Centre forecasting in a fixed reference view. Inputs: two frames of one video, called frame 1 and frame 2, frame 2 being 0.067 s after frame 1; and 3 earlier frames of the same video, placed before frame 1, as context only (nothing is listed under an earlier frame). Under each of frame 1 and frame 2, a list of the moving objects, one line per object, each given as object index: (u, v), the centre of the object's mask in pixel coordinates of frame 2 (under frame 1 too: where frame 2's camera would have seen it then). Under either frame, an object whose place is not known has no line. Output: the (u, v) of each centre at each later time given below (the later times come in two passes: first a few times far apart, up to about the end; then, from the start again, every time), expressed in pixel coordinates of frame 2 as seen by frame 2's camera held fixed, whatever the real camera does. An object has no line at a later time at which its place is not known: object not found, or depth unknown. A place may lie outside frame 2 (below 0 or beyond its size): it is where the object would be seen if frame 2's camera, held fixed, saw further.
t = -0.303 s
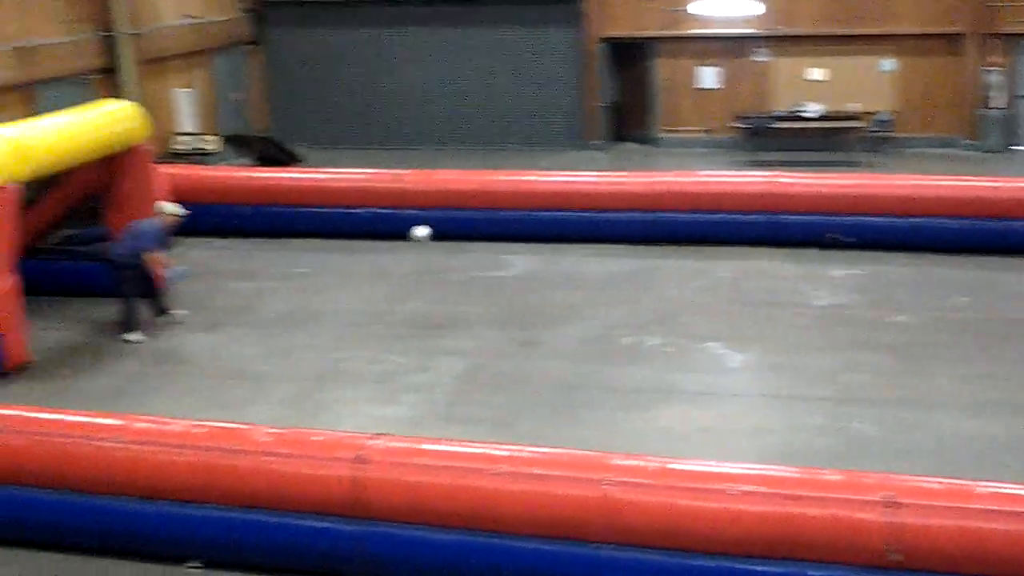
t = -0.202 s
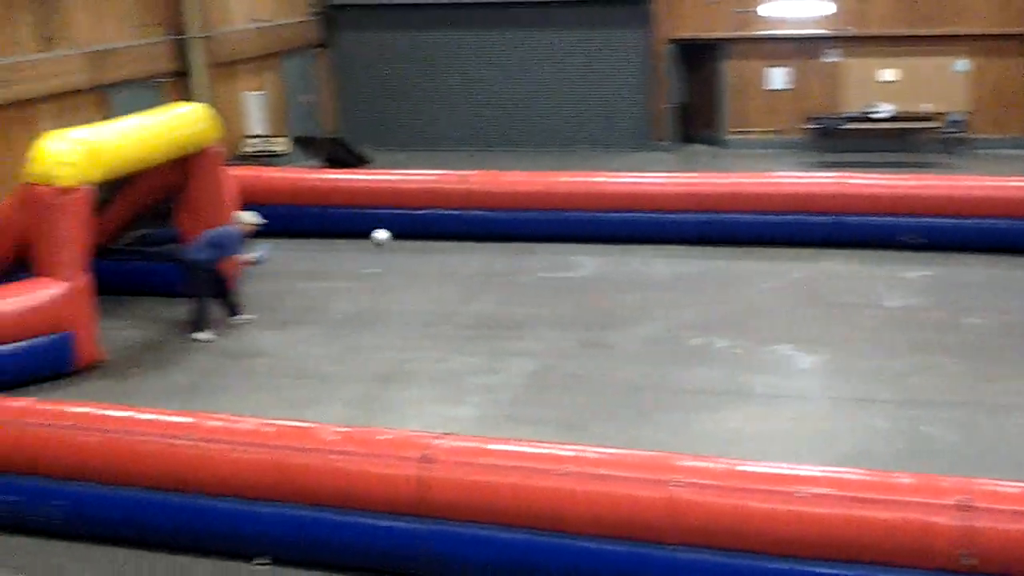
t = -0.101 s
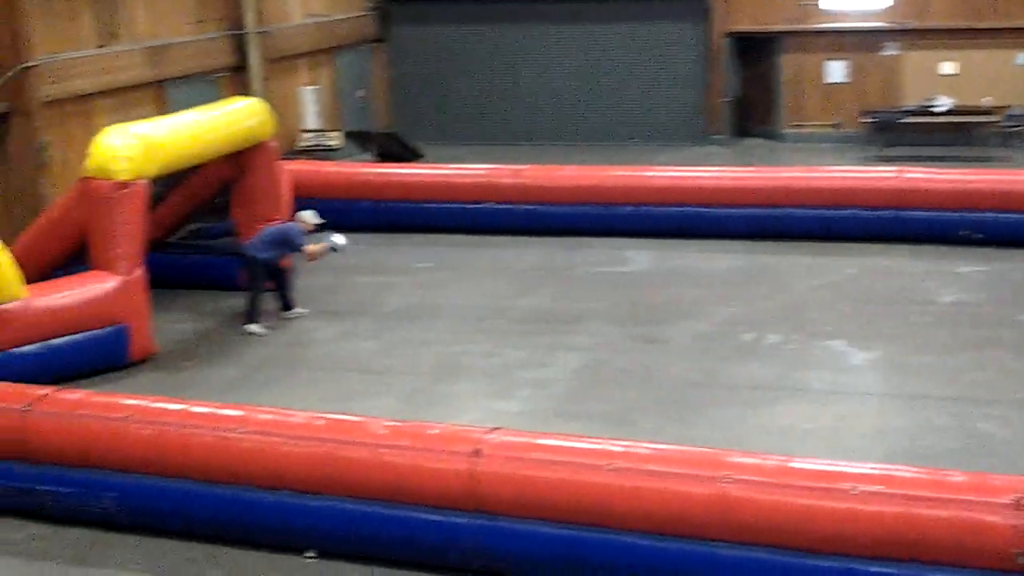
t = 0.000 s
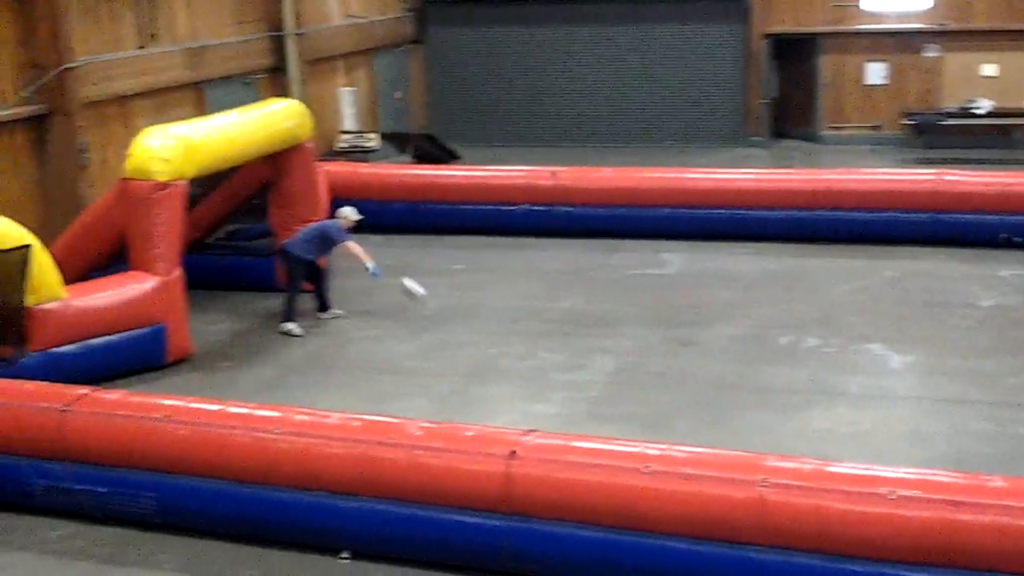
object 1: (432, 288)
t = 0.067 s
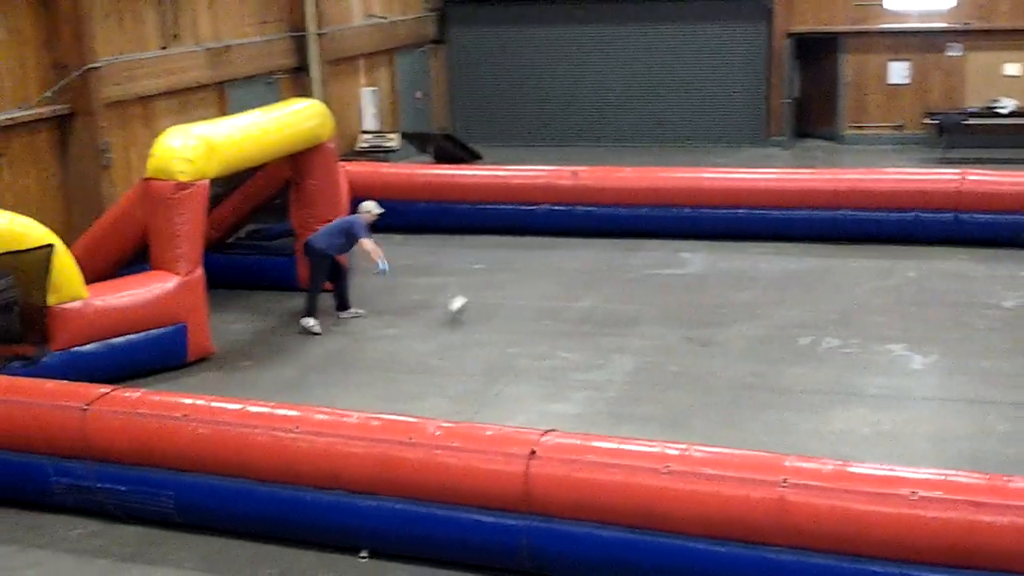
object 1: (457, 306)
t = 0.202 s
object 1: (485, 259)
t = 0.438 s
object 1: (538, 218)
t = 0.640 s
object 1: (585, 217)
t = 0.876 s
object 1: (642, 261)
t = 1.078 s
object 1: (690, 316)
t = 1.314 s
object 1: (742, 271)
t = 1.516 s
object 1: (789, 269)
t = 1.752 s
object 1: (846, 314)
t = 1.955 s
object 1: (894, 307)
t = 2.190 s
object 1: (952, 302)
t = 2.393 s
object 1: (1003, 340)
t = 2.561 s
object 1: (1044, 320)
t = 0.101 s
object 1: (464, 293)
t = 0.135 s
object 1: (471, 280)
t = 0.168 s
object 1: (477, 271)
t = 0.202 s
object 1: (485, 259)
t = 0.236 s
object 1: (493, 251)
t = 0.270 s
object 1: (500, 241)
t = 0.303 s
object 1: (507, 234)
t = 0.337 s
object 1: (515, 230)
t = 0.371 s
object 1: (522, 226)
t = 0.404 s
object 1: (530, 221)
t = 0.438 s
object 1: (538, 218)
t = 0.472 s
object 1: (546, 215)
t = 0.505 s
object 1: (553, 213)
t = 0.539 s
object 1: (561, 213)
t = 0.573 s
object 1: (569, 213)
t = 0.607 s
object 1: (577, 214)
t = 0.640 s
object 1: (585, 217)
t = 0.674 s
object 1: (593, 221)
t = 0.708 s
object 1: (601, 225)
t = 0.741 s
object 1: (609, 230)
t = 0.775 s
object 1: (617, 235)
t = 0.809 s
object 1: (625, 243)
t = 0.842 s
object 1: (633, 251)
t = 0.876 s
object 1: (642, 261)
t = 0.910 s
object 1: (649, 271)
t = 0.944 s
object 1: (657, 282)
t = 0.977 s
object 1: (666, 296)
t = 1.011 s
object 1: (674, 310)
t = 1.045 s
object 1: (682, 324)
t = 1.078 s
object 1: (690, 316)
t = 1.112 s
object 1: (697, 305)
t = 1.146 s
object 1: (705, 297)
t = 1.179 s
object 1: (712, 290)
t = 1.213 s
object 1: (720, 283)
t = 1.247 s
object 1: (727, 279)
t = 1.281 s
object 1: (734, 274)
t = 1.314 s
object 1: (742, 271)
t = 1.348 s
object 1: (749, 268)
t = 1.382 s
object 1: (757, 266)
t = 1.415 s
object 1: (765, 266)
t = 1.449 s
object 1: (774, 265)
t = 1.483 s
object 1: (782, 267)
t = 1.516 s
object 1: (789, 269)
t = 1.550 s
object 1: (797, 272)
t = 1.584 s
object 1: (805, 277)
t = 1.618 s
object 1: (813, 282)
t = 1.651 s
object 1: (821, 288)
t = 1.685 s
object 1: (830, 296)
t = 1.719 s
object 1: (838, 305)
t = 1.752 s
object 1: (846, 314)
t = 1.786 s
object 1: (854, 326)
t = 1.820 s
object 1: (862, 331)
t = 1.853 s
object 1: (870, 323)
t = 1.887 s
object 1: (879, 316)
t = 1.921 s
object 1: (886, 311)
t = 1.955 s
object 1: (894, 307)
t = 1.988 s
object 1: (901, 302)
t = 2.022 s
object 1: (910, 300)
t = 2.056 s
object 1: (918, 299)
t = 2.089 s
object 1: (927, 298)
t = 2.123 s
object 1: (935, 298)
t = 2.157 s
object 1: (943, 300)
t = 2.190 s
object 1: (952, 302)
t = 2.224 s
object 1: (959, 305)
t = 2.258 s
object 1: (968, 310)
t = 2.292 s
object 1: (976, 316)
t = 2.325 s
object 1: (985, 322)
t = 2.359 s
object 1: (994, 331)
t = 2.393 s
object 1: (1003, 340)
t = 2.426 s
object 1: (1011, 337)
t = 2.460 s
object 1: (1019, 330)
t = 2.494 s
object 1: (1028, 326)
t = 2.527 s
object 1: (1037, 322)
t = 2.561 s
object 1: (1044, 320)
